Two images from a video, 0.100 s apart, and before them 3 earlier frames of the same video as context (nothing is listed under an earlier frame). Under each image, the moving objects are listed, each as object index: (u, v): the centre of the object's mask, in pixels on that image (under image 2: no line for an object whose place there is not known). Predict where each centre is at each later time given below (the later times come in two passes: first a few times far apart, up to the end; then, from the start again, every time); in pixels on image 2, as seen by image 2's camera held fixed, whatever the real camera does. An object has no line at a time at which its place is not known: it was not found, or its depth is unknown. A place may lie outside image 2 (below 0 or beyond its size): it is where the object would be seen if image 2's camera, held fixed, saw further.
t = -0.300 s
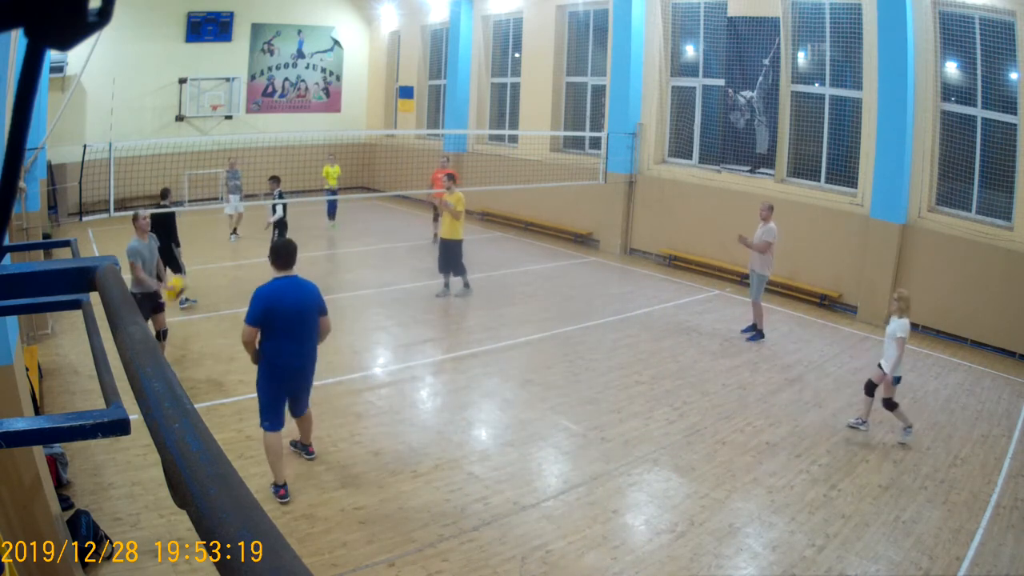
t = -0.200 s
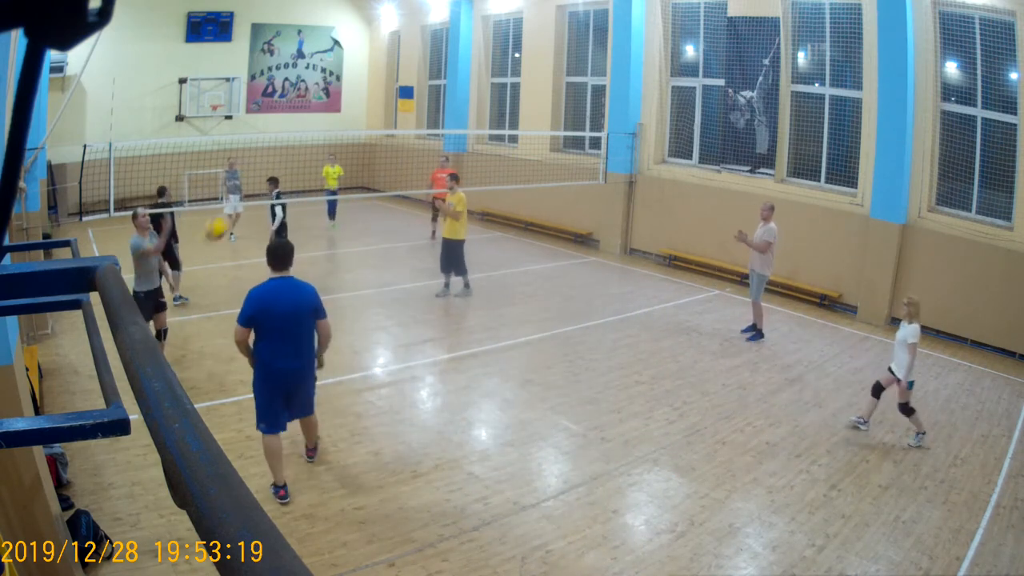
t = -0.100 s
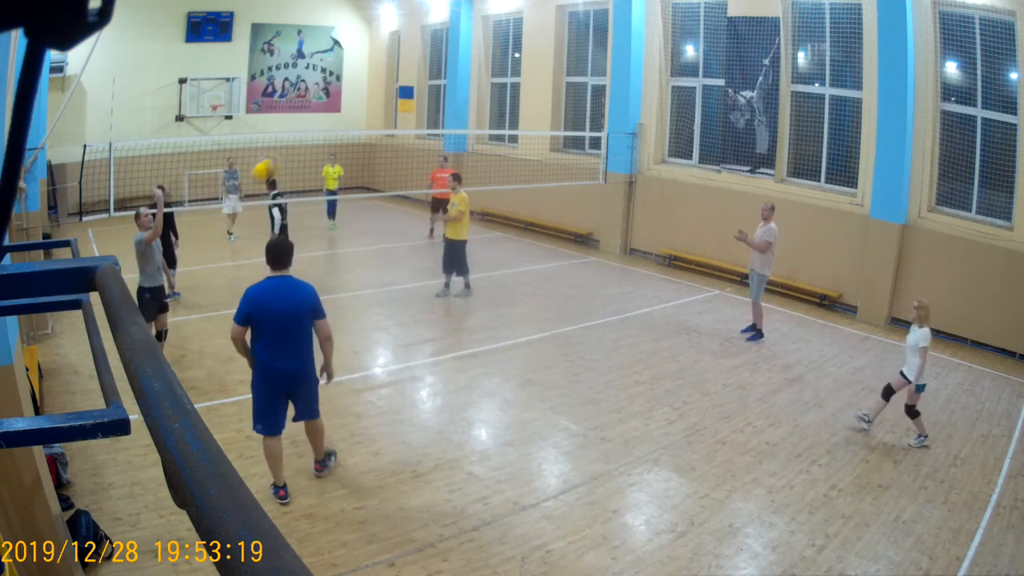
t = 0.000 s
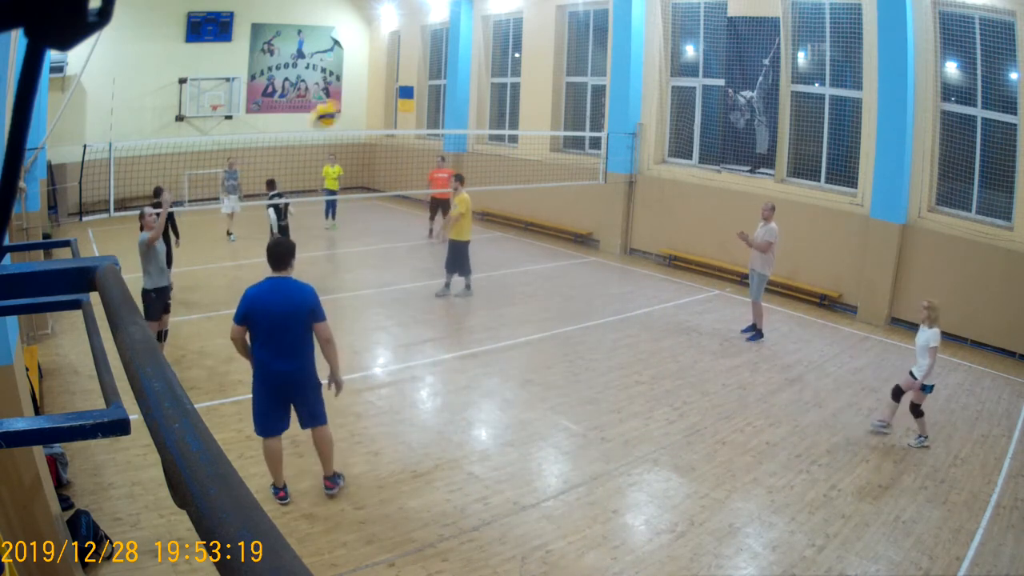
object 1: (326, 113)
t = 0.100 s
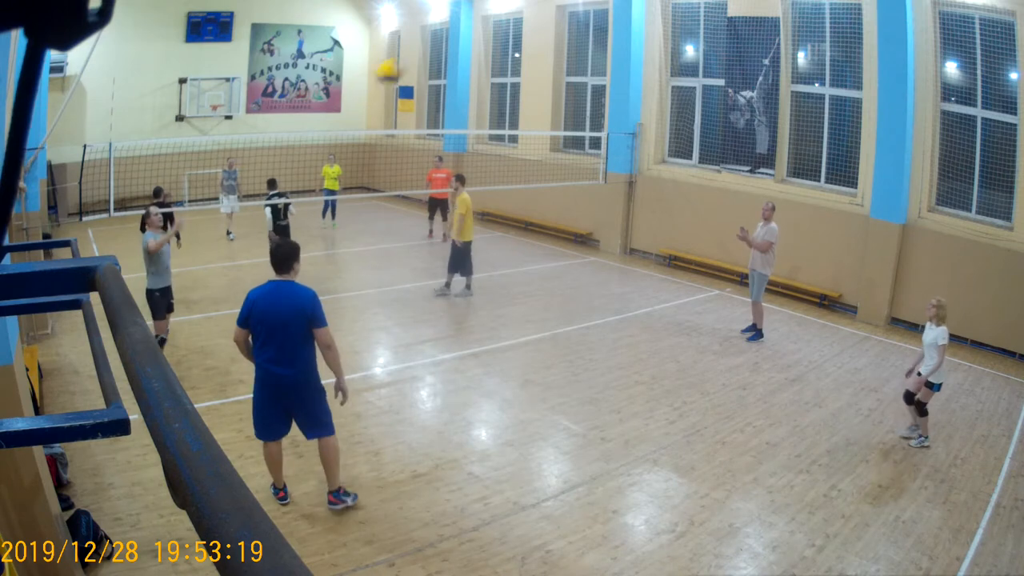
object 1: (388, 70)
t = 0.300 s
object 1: (532, 20)
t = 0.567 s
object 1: (736, 47)
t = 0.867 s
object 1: (926, 218)
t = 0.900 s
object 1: (940, 243)
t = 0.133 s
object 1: (411, 60)
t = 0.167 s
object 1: (436, 48)
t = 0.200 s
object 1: (455, 39)
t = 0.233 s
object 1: (485, 31)
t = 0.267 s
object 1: (508, 25)
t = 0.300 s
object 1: (532, 20)
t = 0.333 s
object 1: (558, 19)
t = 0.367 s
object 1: (583, 18)
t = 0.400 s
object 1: (607, 19)
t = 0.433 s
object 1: (633, 20)
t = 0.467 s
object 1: (662, 25)
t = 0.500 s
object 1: (682, 26)
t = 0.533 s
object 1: (714, 39)
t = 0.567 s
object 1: (736, 47)
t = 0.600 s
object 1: (759, 60)
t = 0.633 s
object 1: (784, 75)
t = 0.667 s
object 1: (805, 89)
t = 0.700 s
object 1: (831, 110)
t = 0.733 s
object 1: (849, 126)
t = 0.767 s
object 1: (872, 149)
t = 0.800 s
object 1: (891, 170)
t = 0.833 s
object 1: (908, 192)
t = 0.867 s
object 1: (926, 218)
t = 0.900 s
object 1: (940, 243)
